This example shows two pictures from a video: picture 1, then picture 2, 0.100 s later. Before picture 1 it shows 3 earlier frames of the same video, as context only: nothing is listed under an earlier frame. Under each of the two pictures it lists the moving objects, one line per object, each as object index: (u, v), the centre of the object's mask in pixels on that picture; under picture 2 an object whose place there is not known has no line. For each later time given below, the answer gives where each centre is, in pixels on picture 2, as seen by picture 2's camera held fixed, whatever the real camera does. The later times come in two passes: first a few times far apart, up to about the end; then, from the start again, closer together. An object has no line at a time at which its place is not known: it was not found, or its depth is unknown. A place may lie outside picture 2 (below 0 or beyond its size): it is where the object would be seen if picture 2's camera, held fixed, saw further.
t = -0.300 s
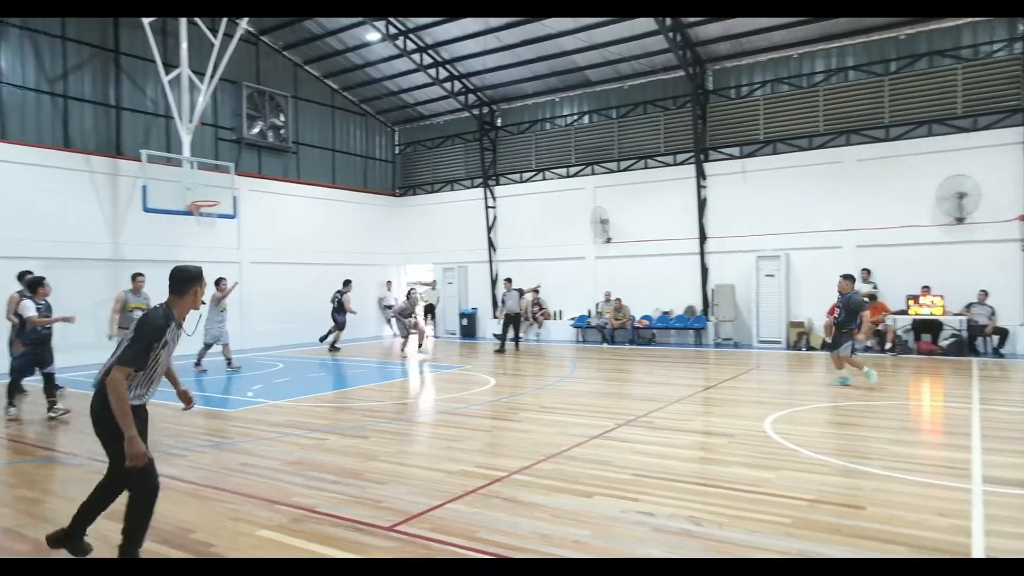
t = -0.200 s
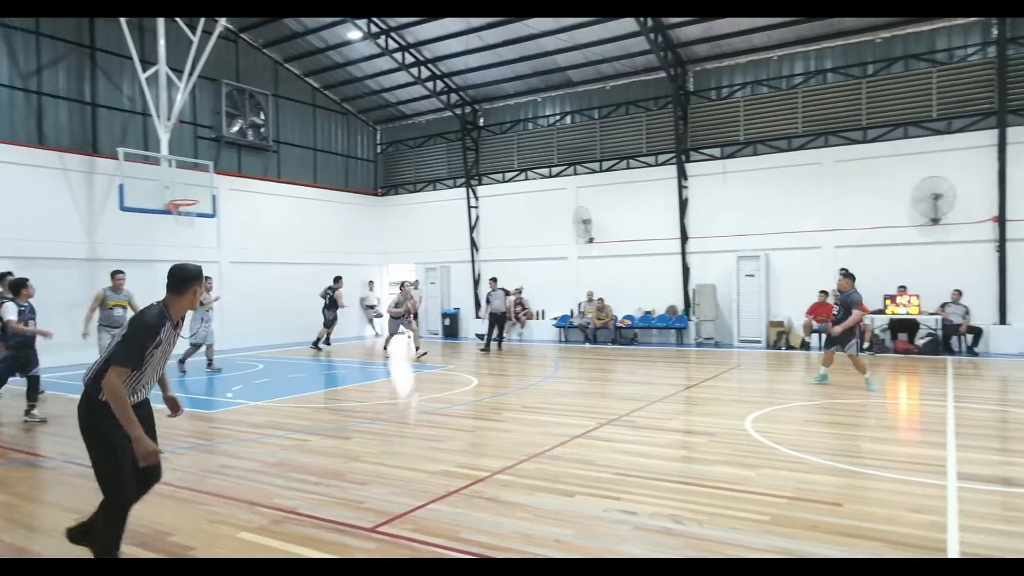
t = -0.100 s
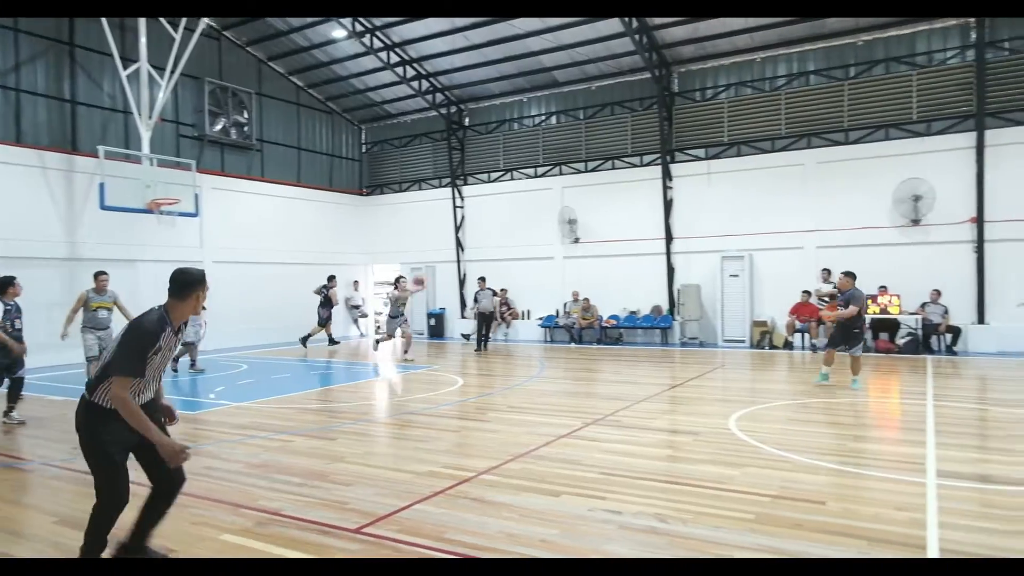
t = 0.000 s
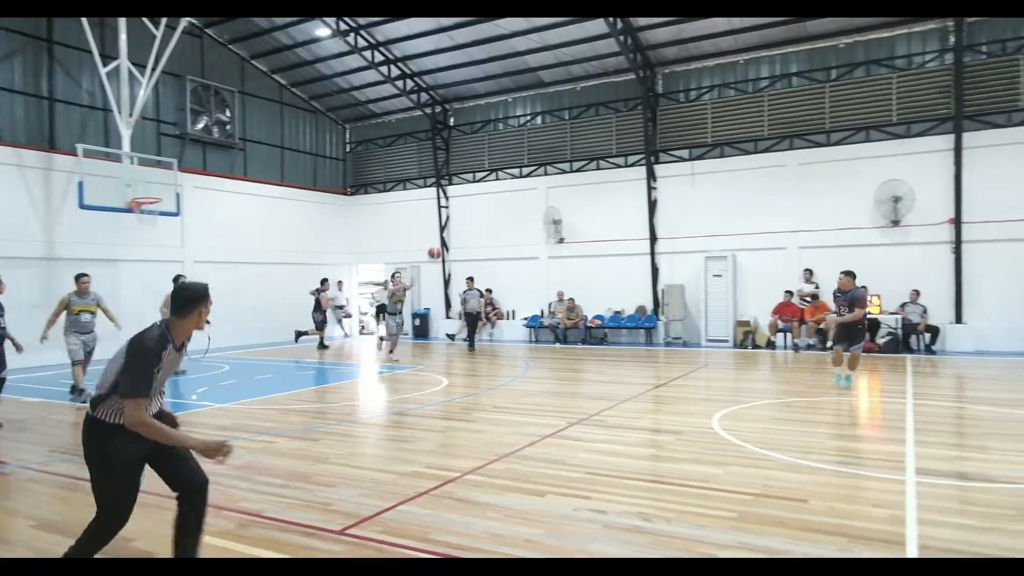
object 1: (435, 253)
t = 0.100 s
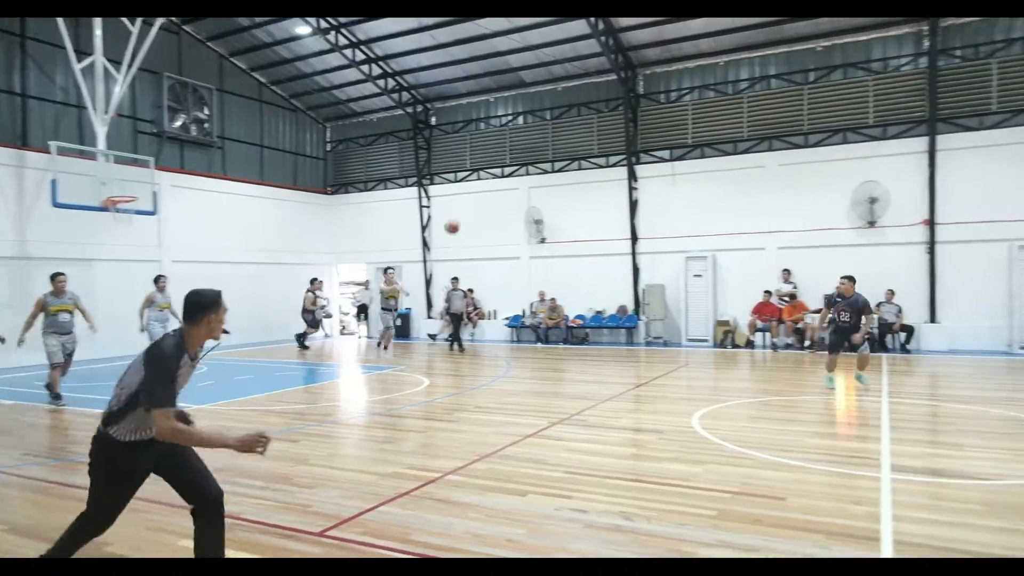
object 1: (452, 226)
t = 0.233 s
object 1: (509, 194)
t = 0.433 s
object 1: (626, 149)
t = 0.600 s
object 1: (774, 125)
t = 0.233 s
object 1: (509, 194)
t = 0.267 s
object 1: (525, 185)
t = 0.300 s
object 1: (542, 178)
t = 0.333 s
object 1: (561, 170)
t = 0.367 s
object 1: (581, 161)
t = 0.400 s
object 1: (603, 155)
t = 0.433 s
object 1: (626, 149)
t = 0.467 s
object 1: (650, 143)
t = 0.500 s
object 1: (678, 137)
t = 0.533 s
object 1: (706, 132)
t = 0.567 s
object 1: (739, 127)
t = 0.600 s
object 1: (774, 125)
